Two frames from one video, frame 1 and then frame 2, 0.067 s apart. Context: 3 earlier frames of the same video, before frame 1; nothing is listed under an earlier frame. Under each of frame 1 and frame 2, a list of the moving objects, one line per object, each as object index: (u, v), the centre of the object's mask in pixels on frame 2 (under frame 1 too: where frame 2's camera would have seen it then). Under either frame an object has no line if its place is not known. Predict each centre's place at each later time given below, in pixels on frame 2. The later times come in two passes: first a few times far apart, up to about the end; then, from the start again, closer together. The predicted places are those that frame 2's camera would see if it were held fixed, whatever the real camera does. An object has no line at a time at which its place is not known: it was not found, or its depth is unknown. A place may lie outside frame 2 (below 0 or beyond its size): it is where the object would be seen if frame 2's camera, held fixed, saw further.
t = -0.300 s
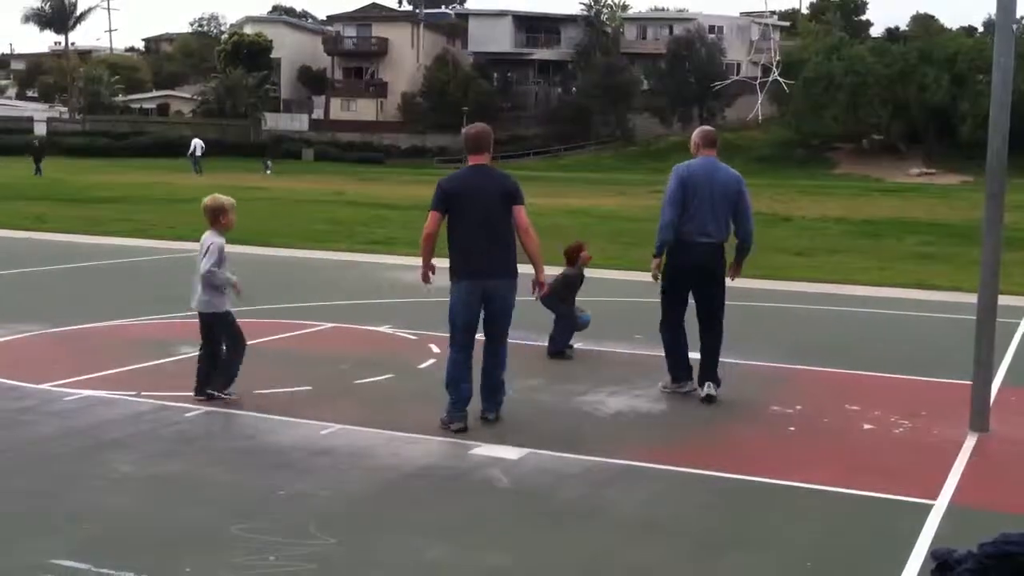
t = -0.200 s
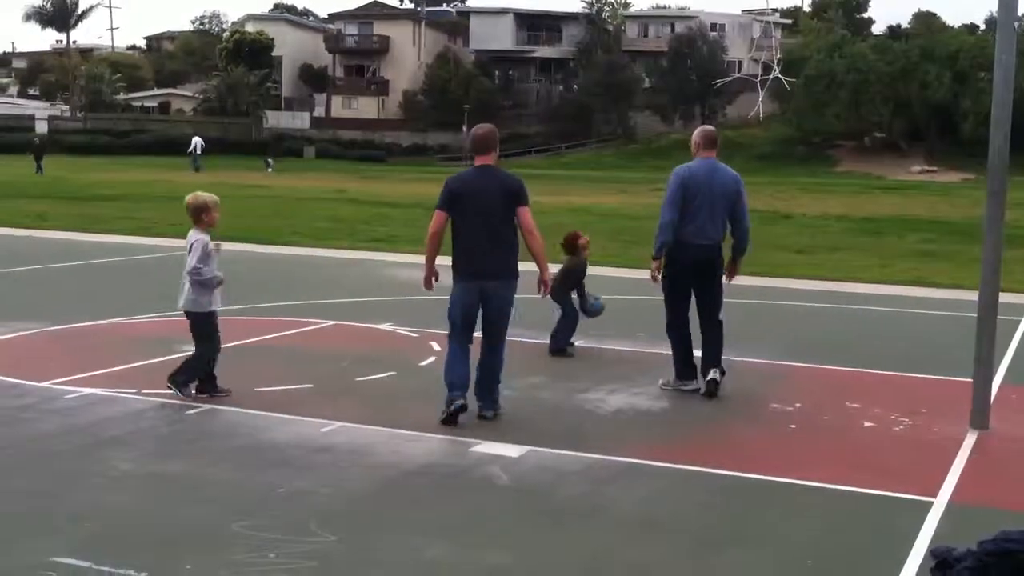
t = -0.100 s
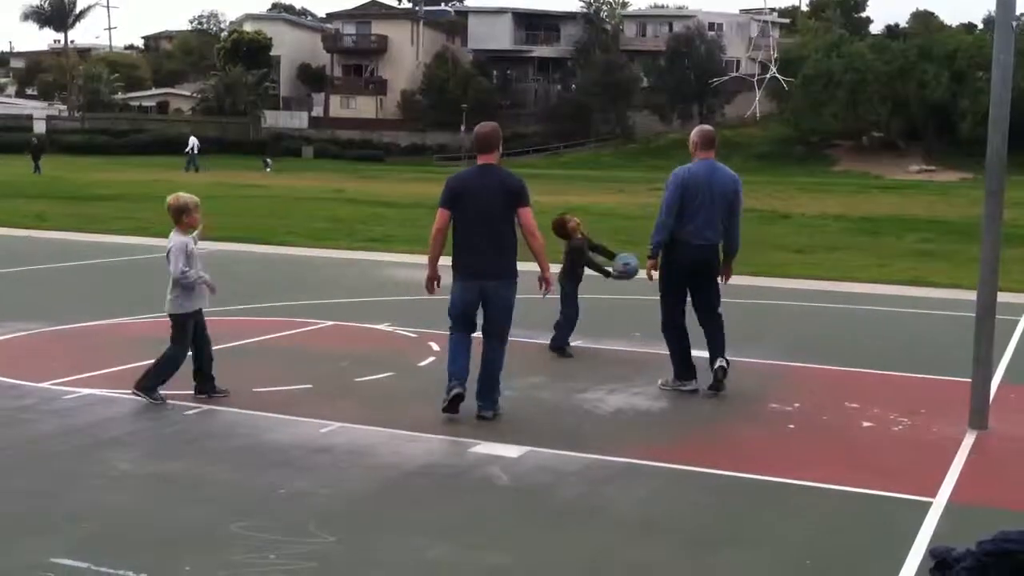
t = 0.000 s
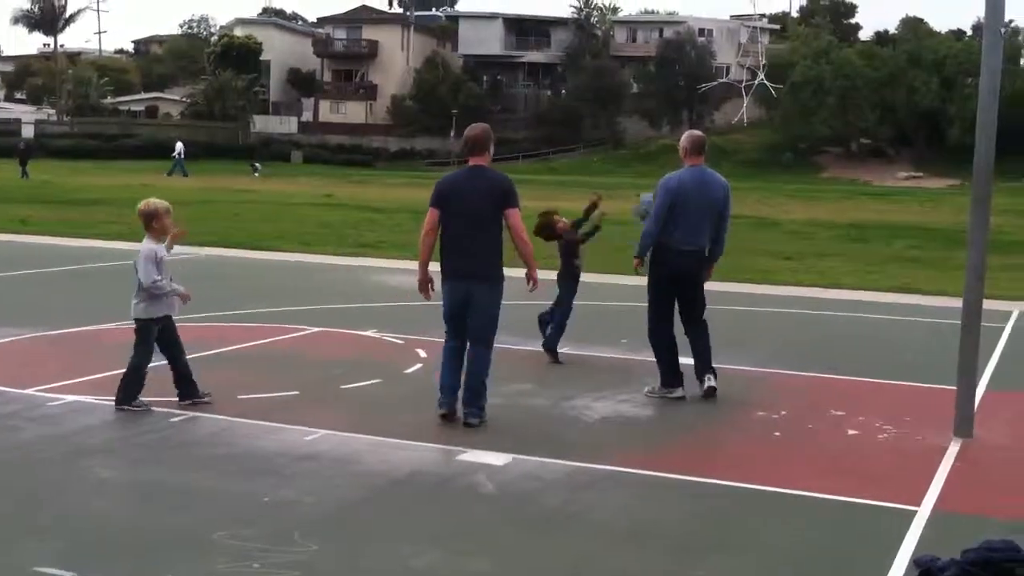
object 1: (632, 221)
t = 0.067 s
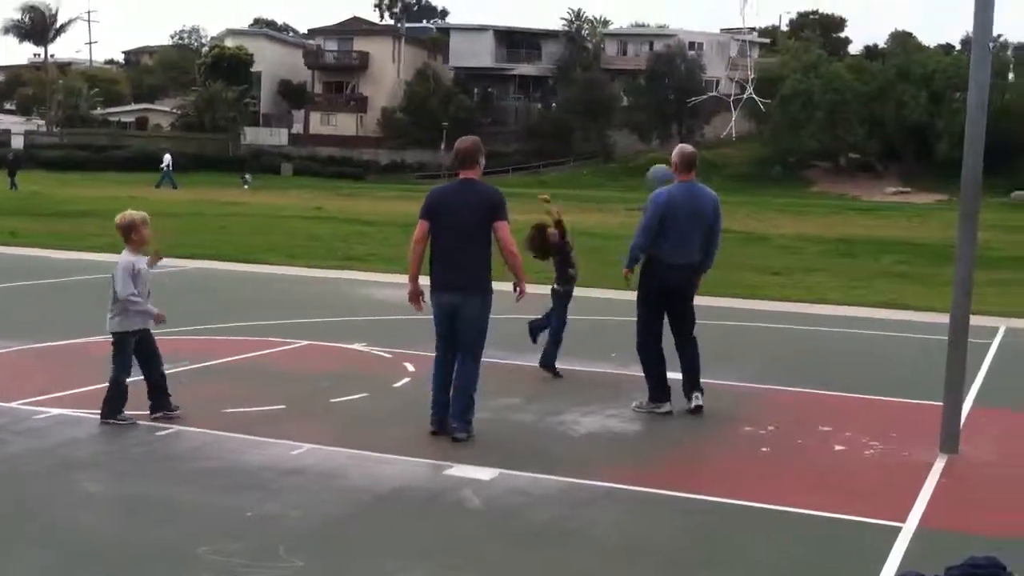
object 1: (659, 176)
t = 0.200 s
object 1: (709, 105)
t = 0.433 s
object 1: (797, 20)
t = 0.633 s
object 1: (882, 13)
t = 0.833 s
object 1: (977, 66)
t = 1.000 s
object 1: (1064, 180)
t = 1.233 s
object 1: (1190, 480)
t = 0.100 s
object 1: (668, 156)
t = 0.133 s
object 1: (688, 134)
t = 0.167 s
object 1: (697, 122)
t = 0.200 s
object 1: (709, 105)
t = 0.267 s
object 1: (734, 74)
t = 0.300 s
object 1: (746, 61)
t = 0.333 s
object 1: (762, 49)
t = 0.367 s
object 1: (774, 38)
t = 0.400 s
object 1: (784, 30)
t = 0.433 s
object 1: (797, 20)
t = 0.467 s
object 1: (810, 16)
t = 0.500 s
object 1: (824, 12)
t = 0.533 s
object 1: (838, 11)
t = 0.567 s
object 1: (853, 10)
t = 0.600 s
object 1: (868, 10)
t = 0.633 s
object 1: (882, 13)
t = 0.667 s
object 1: (898, 16)
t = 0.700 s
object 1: (913, 23)
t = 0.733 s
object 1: (928, 30)
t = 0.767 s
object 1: (944, 41)
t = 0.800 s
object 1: (961, 51)
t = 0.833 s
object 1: (977, 66)
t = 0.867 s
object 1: (994, 82)
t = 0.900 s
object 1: (1010, 103)
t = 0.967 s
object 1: (1046, 151)
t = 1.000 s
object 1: (1064, 180)
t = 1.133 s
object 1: (1135, 331)
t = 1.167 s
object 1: (1153, 378)
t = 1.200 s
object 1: (1170, 426)
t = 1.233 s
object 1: (1190, 480)
